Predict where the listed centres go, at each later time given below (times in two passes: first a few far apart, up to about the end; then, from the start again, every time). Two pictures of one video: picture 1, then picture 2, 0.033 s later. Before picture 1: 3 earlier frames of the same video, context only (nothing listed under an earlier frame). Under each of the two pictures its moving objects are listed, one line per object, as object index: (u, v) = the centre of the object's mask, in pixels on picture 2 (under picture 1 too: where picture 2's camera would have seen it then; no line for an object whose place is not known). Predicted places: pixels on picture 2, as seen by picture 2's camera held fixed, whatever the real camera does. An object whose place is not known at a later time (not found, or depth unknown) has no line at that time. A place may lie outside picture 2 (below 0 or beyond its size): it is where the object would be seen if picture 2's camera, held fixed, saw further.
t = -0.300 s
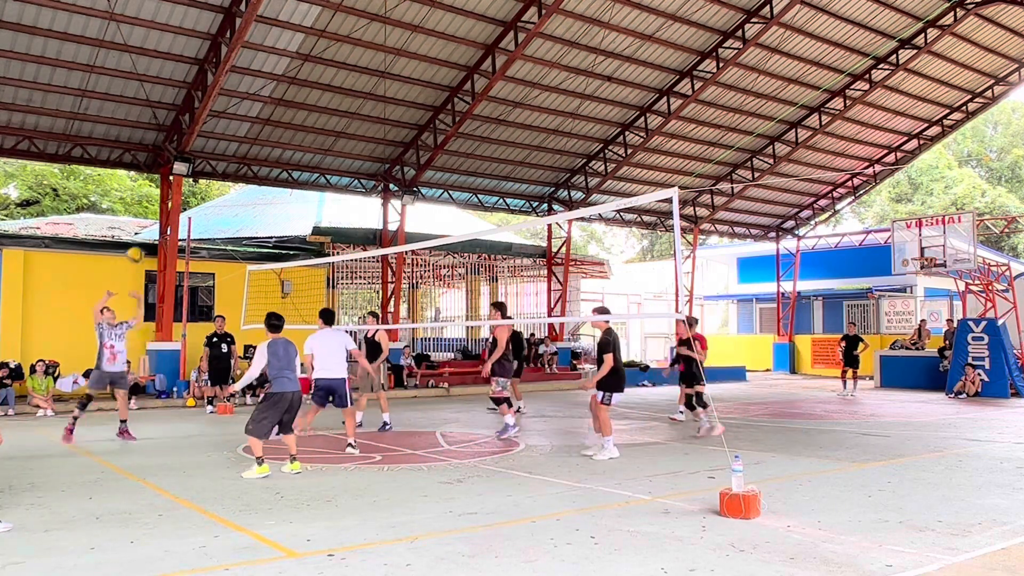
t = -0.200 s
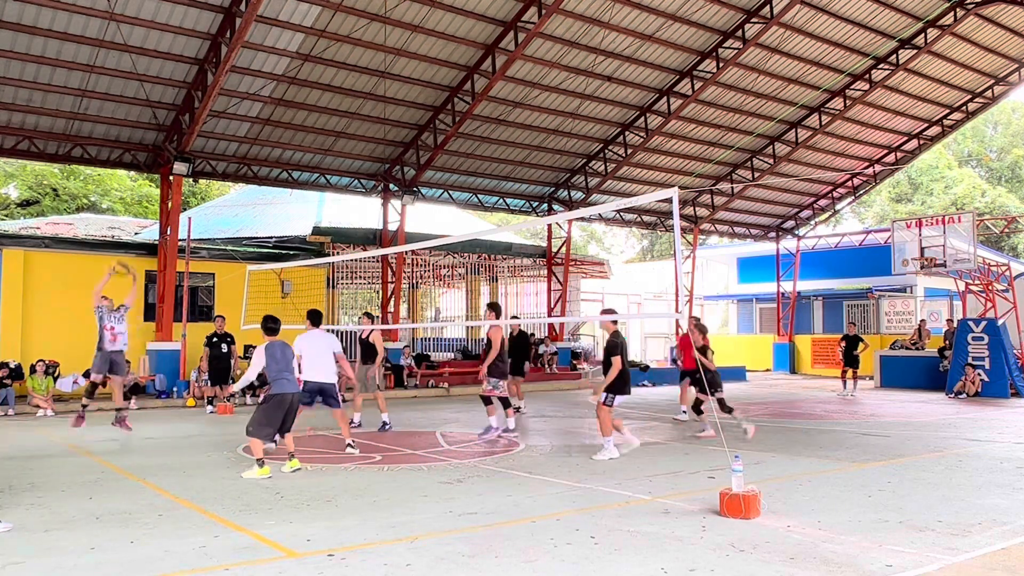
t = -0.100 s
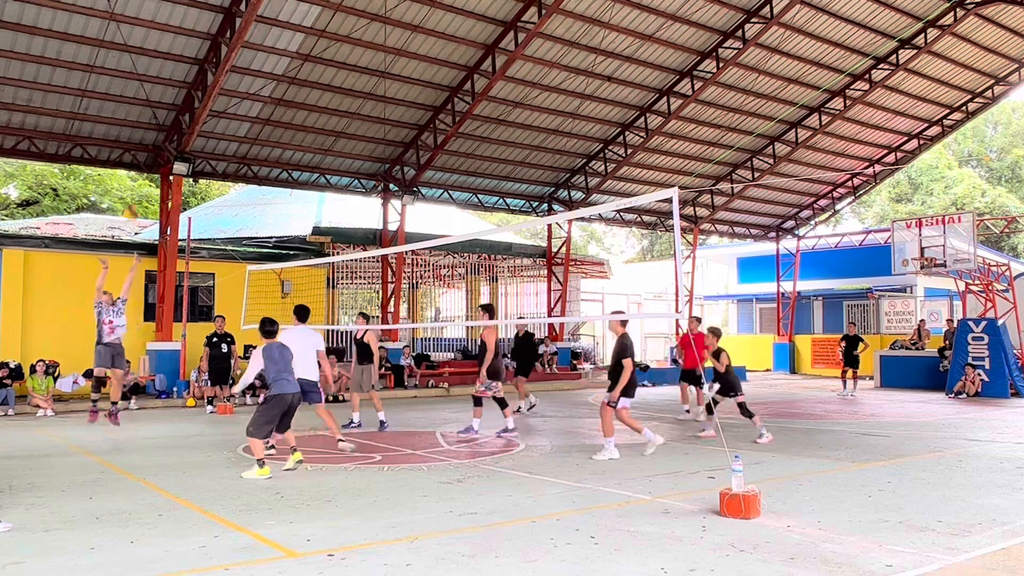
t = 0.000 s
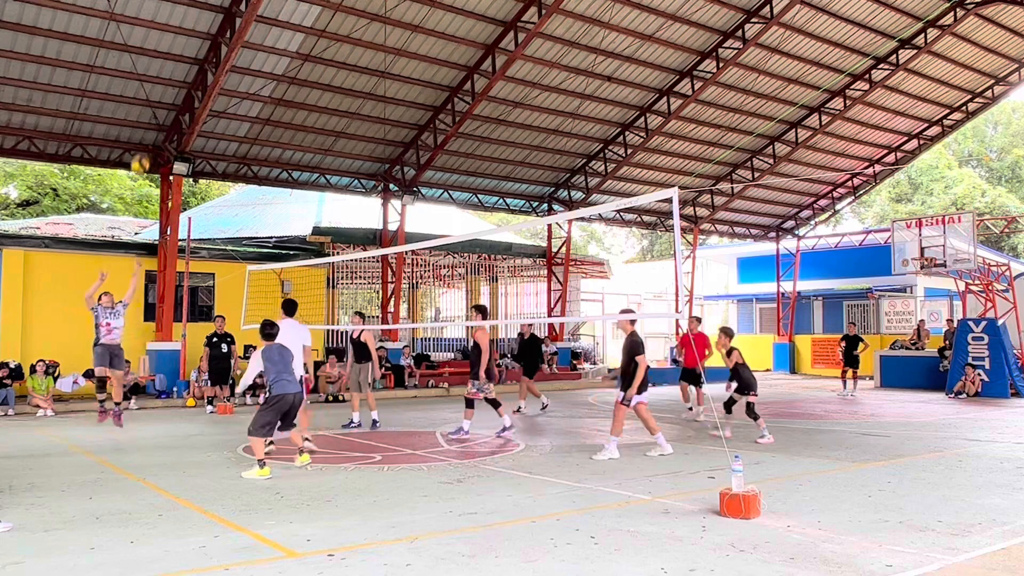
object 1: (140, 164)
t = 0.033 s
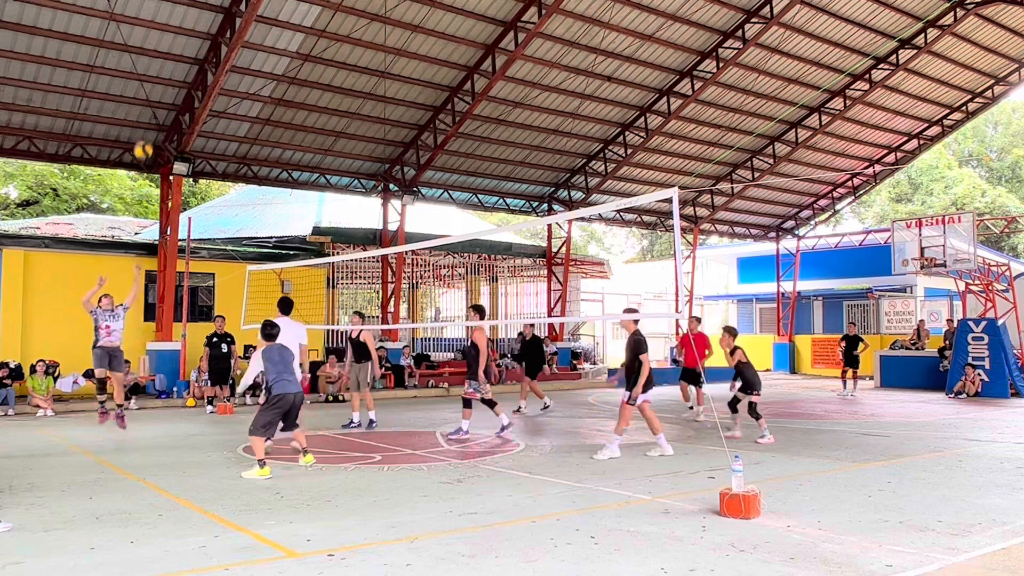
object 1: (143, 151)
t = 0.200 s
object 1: (160, 90)
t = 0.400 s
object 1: (180, 45)
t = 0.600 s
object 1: (201, 30)
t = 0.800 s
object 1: (222, 47)
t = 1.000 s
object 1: (244, 99)
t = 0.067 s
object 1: (146, 137)
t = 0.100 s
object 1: (150, 124)
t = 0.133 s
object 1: (153, 111)
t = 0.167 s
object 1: (156, 101)
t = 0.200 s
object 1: (160, 90)
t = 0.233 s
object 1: (163, 80)
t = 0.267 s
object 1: (166, 73)
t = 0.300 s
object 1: (170, 64)
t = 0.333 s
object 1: (173, 57)
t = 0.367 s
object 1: (177, 51)
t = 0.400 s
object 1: (180, 45)
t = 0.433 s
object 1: (183, 39)
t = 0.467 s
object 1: (187, 36)
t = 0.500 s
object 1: (190, 33)
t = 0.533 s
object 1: (194, 31)
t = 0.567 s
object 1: (197, 30)
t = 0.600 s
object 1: (201, 30)
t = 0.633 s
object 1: (204, 30)
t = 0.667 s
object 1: (207, 32)
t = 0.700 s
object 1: (211, 34)
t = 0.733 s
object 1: (215, 38)
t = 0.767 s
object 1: (218, 42)
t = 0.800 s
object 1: (222, 47)
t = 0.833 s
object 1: (225, 53)
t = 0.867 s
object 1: (229, 61)
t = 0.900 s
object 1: (233, 69)
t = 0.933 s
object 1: (237, 77)
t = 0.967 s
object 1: (239, 88)
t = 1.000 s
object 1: (244, 99)
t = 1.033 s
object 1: (247, 111)
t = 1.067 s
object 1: (251, 125)
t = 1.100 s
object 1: (254, 139)
